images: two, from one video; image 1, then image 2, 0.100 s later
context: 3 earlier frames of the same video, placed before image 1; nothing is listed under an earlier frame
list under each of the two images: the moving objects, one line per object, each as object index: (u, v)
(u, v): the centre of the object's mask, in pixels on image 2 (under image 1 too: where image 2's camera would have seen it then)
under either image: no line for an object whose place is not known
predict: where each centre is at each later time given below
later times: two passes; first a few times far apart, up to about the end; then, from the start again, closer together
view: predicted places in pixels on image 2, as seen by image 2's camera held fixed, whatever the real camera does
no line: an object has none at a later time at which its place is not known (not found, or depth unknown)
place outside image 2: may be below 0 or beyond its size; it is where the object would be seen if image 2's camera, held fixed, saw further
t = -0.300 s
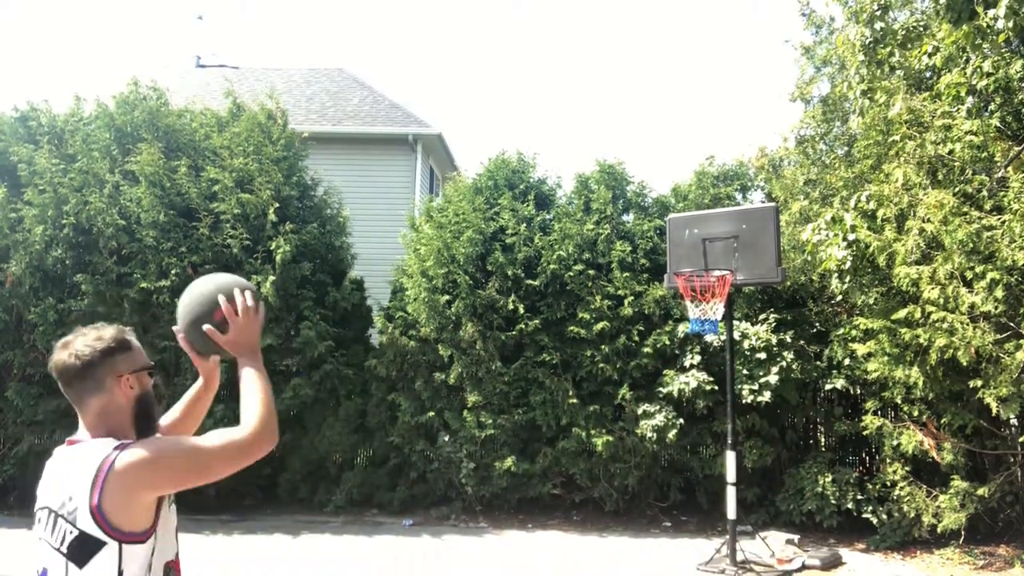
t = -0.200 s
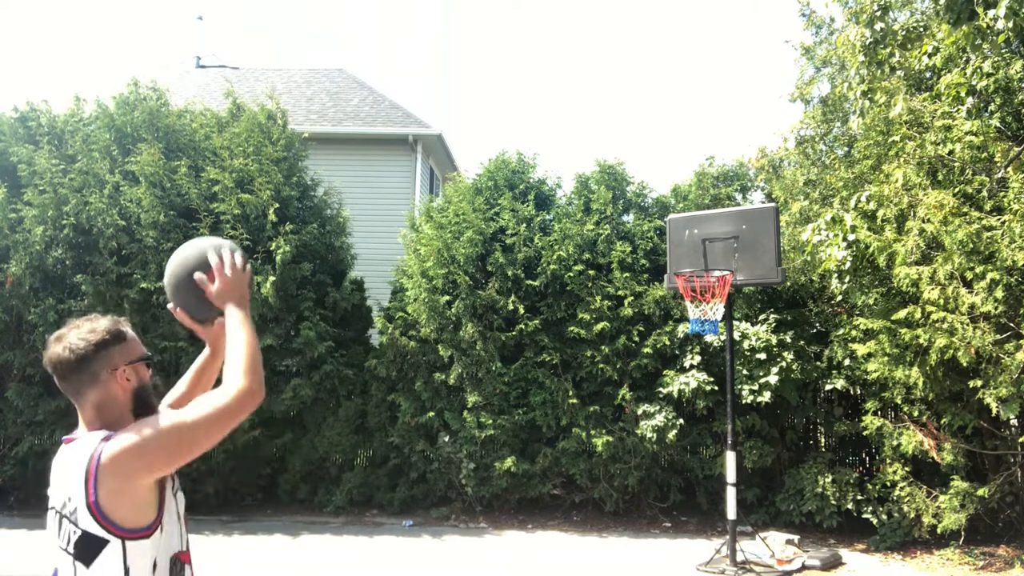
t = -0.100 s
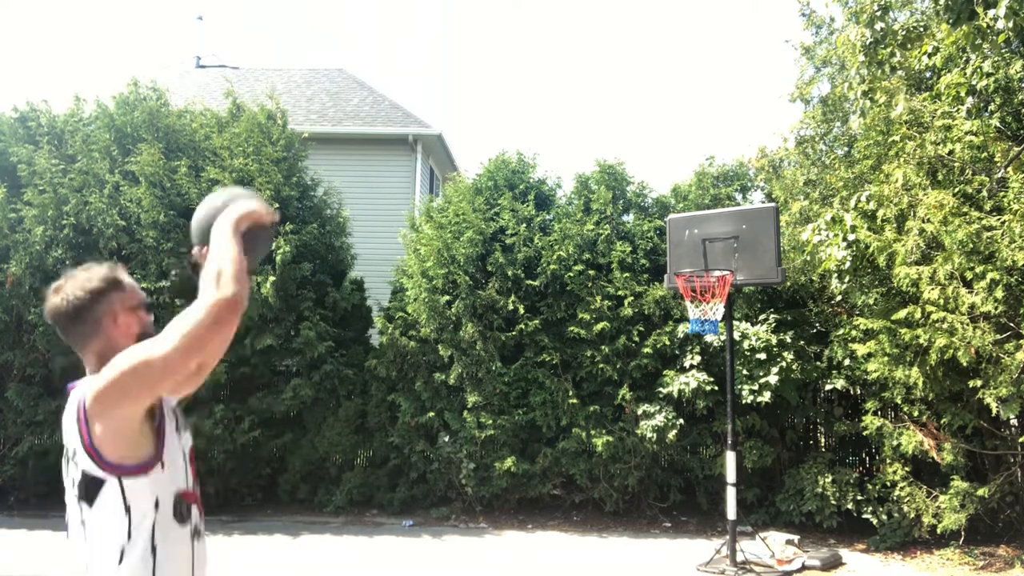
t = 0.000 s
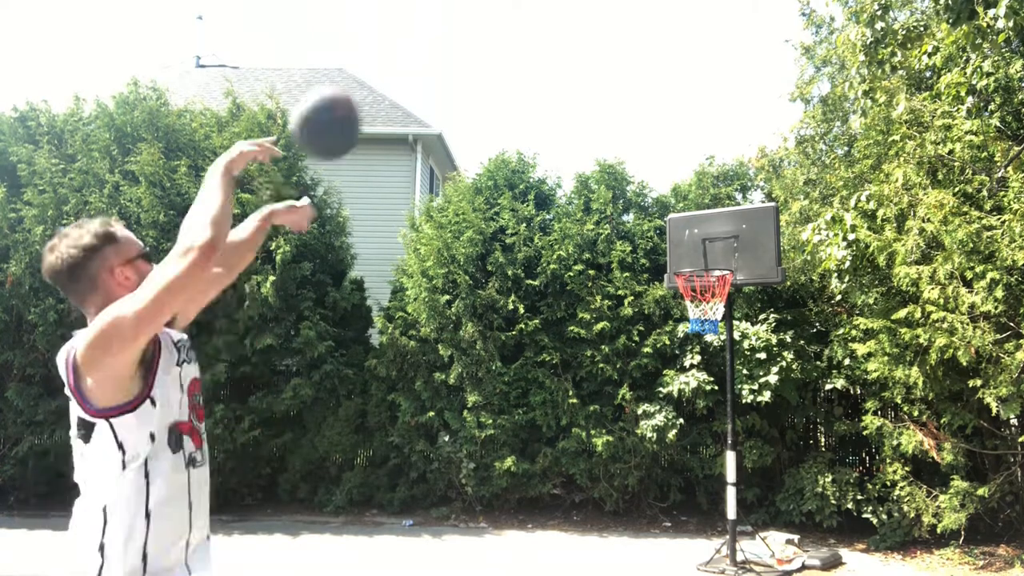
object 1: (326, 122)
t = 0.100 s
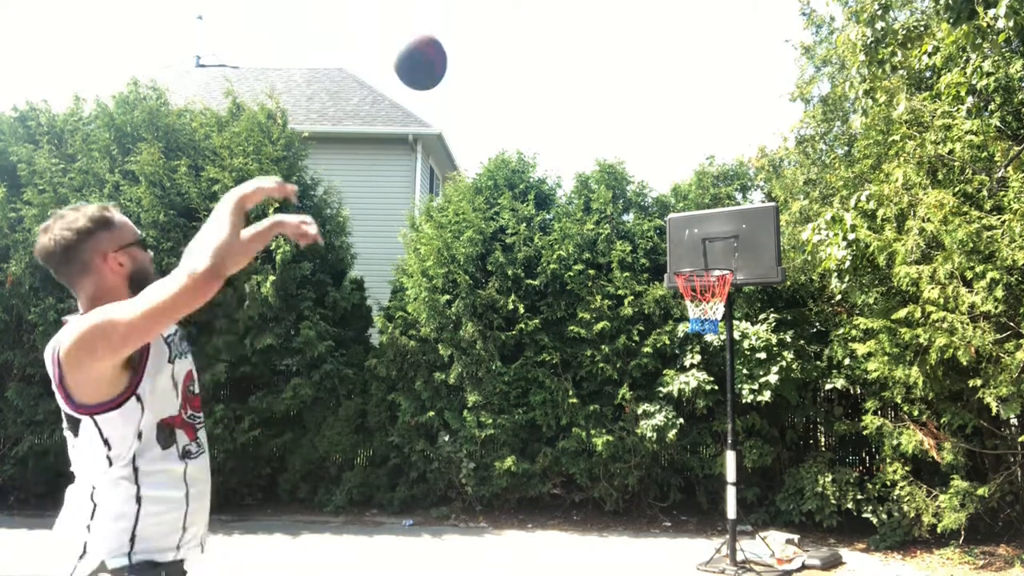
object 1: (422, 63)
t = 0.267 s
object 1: (523, 35)
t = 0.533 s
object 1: (617, 86)
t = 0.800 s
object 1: (676, 198)
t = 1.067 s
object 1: (698, 276)
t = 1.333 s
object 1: (700, 350)
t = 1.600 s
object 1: (715, 491)
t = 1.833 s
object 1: (737, 491)
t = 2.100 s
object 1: (765, 398)
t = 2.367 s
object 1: (791, 389)
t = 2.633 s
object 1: (822, 459)
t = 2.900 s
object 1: (850, 536)
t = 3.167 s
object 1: (864, 448)
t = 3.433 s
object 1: (879, 442)
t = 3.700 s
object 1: (896, 518)
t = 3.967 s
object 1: (908, 504)
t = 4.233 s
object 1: (917, 472)
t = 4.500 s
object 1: (927, 519)
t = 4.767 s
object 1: (931, 513)
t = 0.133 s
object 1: (446, 51)
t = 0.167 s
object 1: (468, 43)
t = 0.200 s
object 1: (488, 38)
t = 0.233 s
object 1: (506, 36)
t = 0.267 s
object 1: (523, 35)
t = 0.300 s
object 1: (538, 37)
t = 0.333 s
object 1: (551, 39)
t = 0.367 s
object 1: (564, 44)
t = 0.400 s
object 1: (577, 50)
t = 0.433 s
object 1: (588, 58)
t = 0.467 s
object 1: (598, 66)
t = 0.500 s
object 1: (608, 76)
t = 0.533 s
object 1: (617, 86)
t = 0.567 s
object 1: (626, 98)
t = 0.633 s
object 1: (642, 124)
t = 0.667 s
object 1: (649, 138)
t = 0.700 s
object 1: (656, 152)
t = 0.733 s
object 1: (663, 168)
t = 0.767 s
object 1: (669, 183)
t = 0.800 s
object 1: (676, 198)
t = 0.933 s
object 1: (696, 264)
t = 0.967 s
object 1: (704, 269)
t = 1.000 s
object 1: (716, 273)
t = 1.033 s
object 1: (704, 275)
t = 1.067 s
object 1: (698, 276)
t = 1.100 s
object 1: (683, 286)
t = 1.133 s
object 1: (684, 291)
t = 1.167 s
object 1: (686, 295)
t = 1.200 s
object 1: (688, 304)
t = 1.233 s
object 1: (689, 309)
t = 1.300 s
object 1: (697, 340)
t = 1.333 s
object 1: (700, 350)
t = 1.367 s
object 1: (701, 362)
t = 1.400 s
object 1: (703, 377)
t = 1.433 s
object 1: (705, 394)
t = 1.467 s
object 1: (708, 410)
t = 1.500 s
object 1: (709, 429)
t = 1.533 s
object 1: (711, 447)
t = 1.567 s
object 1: (713, 469)
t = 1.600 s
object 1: (715, 491)
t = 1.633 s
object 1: (716, 512)
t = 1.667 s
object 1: (717, 535)
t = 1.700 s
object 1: (723, 565)
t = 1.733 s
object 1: (725, 552)
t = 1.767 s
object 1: (727, 528)
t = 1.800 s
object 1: (732, 509)
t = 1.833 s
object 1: (737, 491)
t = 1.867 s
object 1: (740, 475)
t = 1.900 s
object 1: (742, 459)
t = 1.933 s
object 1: (746, 444)
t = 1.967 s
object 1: (751, 433)
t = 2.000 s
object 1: (754, 422)
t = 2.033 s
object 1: (759, 413)
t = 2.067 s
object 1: (761, 405)
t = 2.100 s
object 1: (765, 398)
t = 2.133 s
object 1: (769, 391)
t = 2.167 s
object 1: (773, 388)
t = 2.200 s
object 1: (776, 385)
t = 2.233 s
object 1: (780, 383)
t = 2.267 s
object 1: (783, 384)
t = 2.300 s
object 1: (785, 384)
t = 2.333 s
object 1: (788, 387)
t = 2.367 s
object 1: (791, 389)
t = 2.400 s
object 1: (794, 393)
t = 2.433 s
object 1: (799, 399)
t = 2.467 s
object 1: (802, 406)
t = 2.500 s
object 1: (807, 414)
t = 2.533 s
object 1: (811, 423)
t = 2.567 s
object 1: (816, 434)
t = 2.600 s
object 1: (819, 446)
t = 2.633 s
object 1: (822, 459)
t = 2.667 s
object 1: (827, 472)
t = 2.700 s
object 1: (830, 489)
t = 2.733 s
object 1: (834, 506)
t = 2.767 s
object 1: (838, 524)
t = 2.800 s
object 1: (841, 542)
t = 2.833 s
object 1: (845, 563)
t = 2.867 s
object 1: (847, 554)
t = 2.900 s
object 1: (850, 536)
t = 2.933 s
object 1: (853, 523)
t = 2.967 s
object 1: (853, 506)
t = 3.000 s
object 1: (854, 492)
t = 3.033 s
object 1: (856, 480)
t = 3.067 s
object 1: (858, 471)
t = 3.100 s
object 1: (860, 462)
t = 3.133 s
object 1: (863, 454)
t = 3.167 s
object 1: (864, 448)
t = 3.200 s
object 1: (867, 442)
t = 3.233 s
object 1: (868, 439)
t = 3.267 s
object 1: (870, 437)
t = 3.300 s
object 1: (872, 436)
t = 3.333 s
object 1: (874, 435)
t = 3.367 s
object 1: (876, 436)
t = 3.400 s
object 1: (877, 439)
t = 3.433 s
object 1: (879, 442)
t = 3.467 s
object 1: (882, 448)
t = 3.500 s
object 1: (883, 453)
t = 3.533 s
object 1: (885, 461)
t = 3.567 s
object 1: (888, 470)
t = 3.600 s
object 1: (890, 480)
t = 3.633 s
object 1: (892, 492)
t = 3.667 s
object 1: (894, 504)
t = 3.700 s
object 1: (896, 518)
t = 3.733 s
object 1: (897, 533)
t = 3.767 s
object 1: (901, 547)
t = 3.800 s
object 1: (905, 563)
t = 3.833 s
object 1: (906, 551)
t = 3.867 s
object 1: (905, 536)
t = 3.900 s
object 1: (907, 526)
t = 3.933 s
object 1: (908, 514)
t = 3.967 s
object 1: (908, 504)
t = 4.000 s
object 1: (909, 495)
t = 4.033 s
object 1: (910, 487)
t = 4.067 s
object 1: (911, 481)
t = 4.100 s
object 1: (912, 476)
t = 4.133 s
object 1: (913, 473)
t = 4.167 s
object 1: (913, 471)
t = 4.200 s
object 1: (915, 471)
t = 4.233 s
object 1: (917, 472)
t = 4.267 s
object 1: (917, 472)
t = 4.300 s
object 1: (918, 475)
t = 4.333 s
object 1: (919, 480)
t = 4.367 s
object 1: (921, 485)
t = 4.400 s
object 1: (923, 491)
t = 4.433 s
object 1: (923, 499)
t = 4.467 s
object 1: (925, 510)
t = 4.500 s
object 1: (927, 519)
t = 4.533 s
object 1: (928, 531)
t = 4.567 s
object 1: (930, 543)
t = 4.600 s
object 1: (932, 558)
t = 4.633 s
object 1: (932, 549)
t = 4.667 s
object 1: (931, 538)
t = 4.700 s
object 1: (931, 529)
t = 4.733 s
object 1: (931, 521)
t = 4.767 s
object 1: (931, 513)
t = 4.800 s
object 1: (932, 508)
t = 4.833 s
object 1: (931, 503)
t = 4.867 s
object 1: (931, 500)
